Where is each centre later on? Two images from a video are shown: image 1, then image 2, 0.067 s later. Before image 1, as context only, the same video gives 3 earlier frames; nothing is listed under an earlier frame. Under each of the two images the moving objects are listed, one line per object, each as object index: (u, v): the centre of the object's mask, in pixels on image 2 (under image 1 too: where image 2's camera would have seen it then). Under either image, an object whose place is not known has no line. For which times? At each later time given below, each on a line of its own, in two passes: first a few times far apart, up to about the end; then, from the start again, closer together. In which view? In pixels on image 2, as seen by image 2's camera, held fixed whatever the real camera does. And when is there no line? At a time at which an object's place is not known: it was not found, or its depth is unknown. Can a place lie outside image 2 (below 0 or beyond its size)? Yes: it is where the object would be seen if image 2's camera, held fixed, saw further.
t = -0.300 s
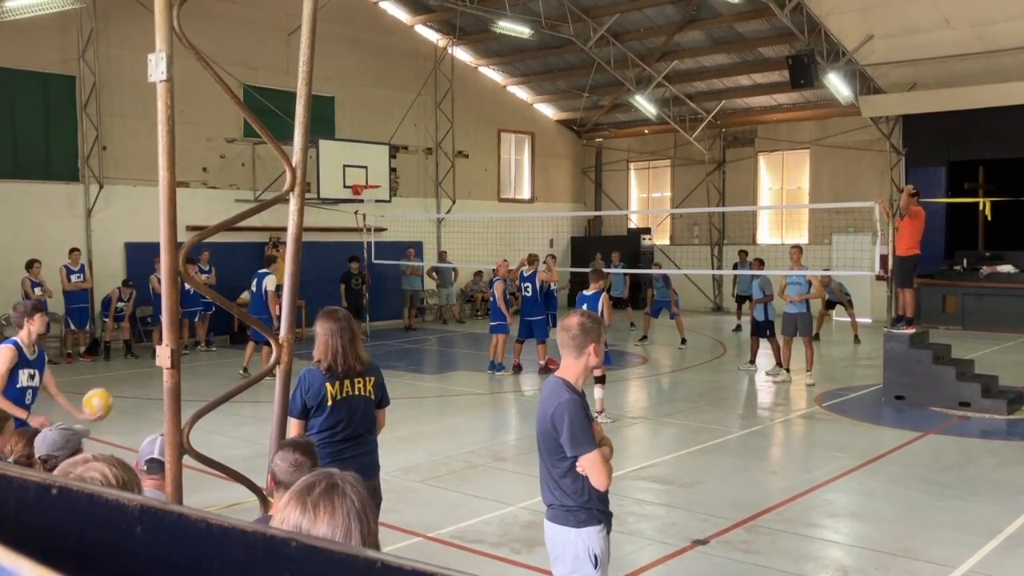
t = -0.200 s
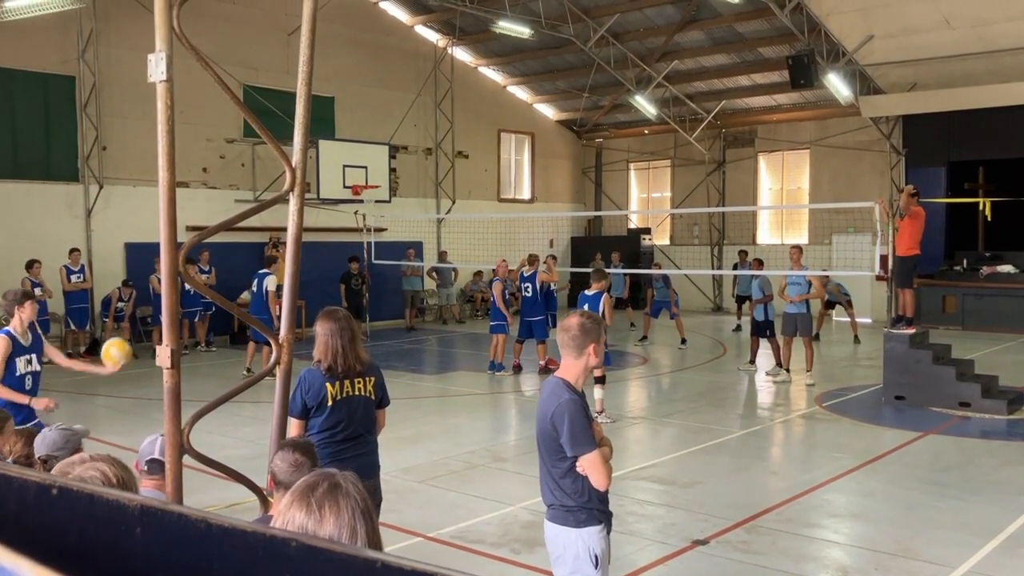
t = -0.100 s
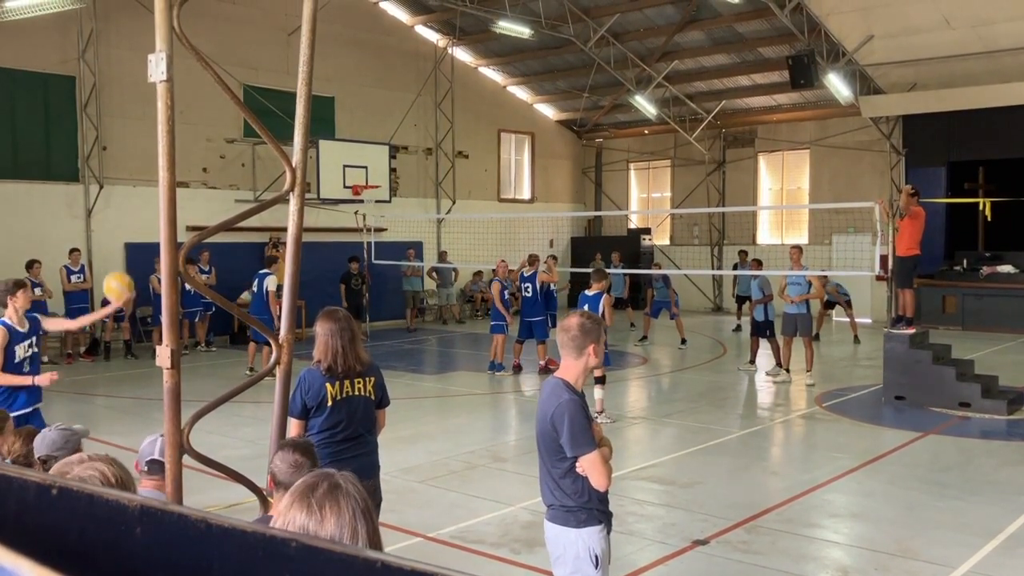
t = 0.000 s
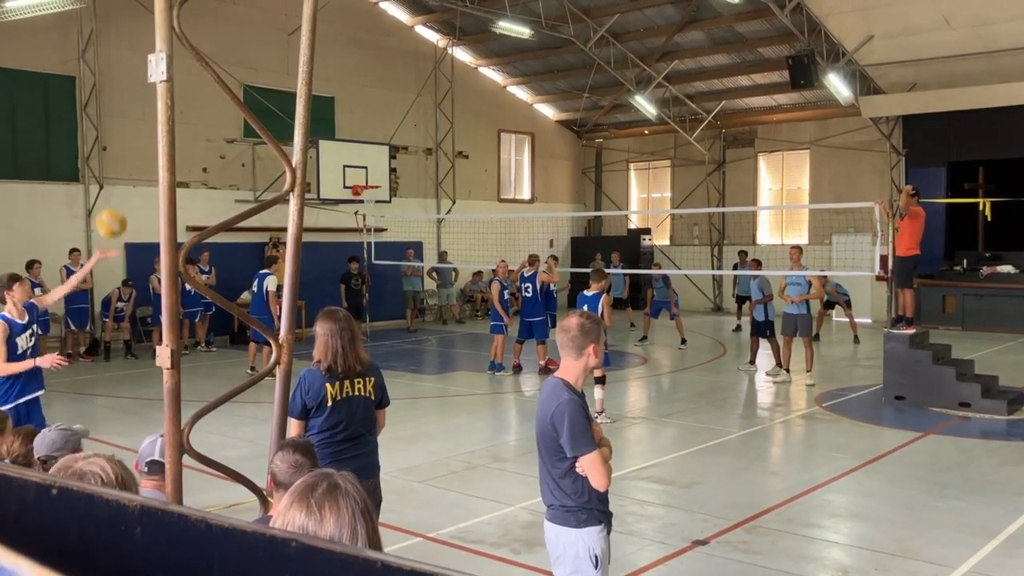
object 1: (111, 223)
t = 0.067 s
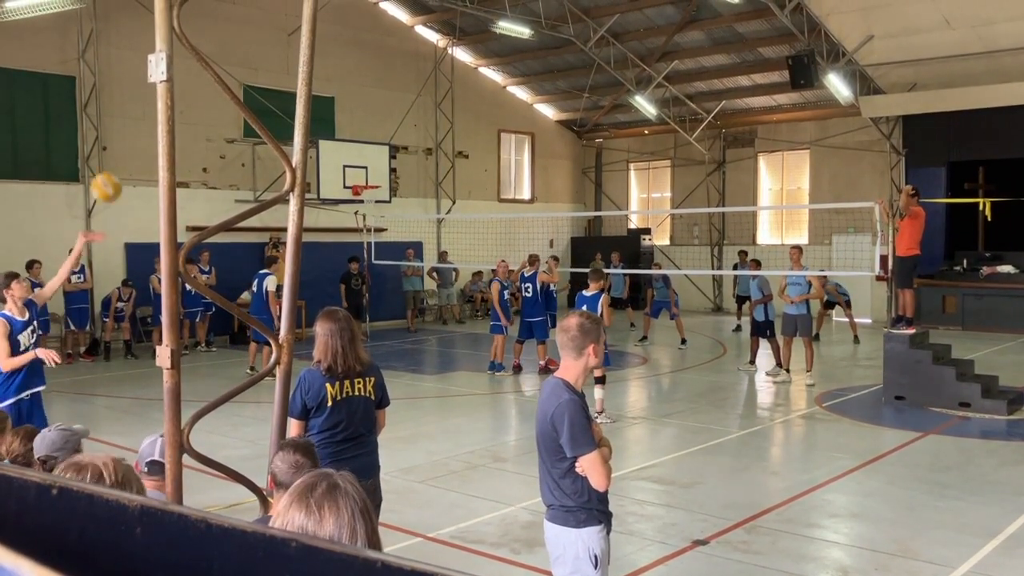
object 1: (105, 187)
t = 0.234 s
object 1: (93, 124)
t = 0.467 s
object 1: (79, 99)
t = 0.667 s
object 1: (68, 135)
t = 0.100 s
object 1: (103, 171)
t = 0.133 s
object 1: (100, 157)
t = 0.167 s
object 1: (98, 145)
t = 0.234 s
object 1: (93, 124)
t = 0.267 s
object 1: (91, 116)
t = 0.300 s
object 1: (89, 109)
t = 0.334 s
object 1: (87, 104)
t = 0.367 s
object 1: (85, 101)
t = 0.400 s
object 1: (83, 99)
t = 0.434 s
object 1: (81, 98)
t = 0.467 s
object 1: (79, 99)
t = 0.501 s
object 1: (77, 101)
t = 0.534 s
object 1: (75, 105)
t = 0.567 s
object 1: (73, 110)
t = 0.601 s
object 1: (71, 117)
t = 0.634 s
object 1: (69, 125)
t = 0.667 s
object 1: (68, 135)
